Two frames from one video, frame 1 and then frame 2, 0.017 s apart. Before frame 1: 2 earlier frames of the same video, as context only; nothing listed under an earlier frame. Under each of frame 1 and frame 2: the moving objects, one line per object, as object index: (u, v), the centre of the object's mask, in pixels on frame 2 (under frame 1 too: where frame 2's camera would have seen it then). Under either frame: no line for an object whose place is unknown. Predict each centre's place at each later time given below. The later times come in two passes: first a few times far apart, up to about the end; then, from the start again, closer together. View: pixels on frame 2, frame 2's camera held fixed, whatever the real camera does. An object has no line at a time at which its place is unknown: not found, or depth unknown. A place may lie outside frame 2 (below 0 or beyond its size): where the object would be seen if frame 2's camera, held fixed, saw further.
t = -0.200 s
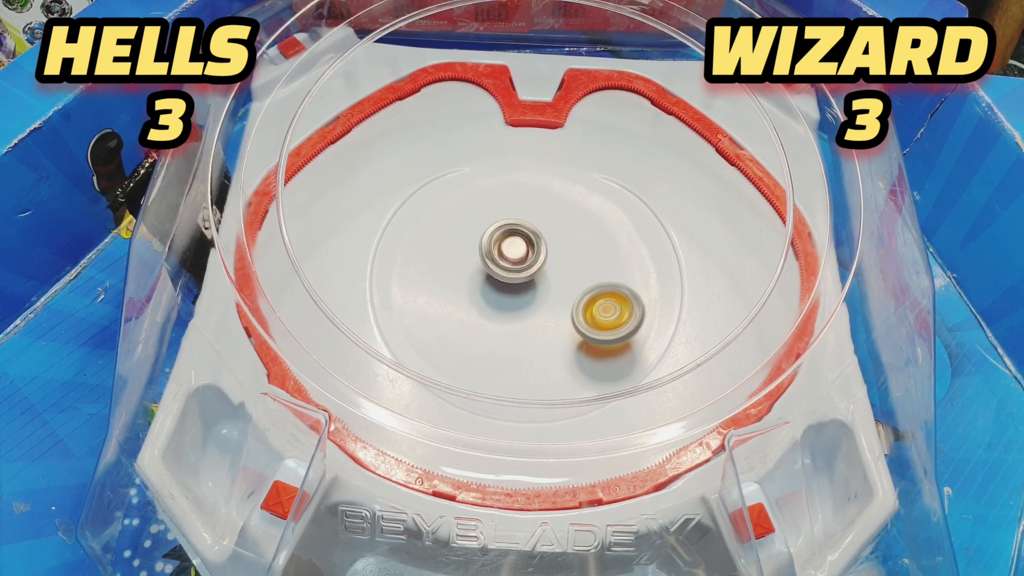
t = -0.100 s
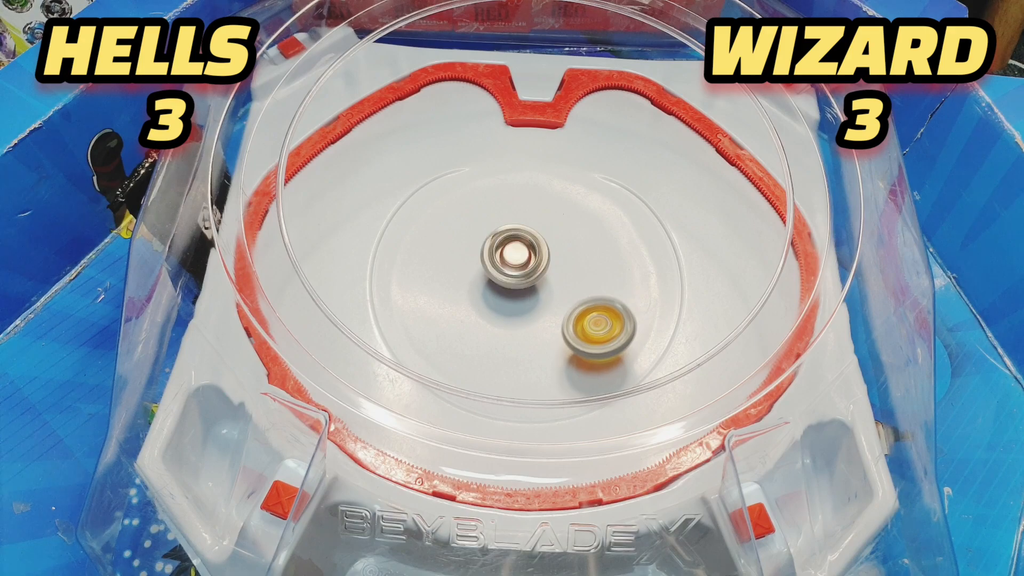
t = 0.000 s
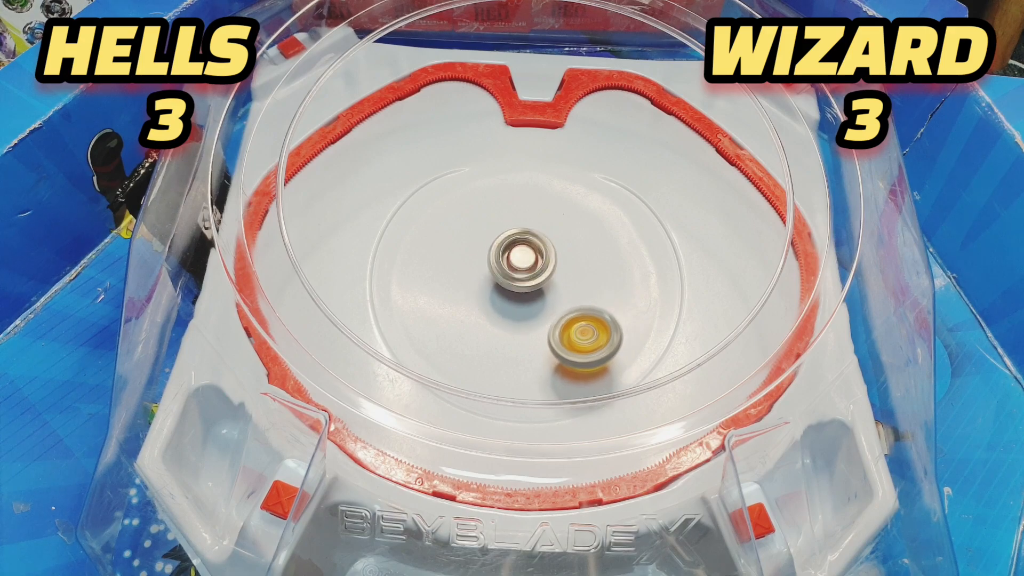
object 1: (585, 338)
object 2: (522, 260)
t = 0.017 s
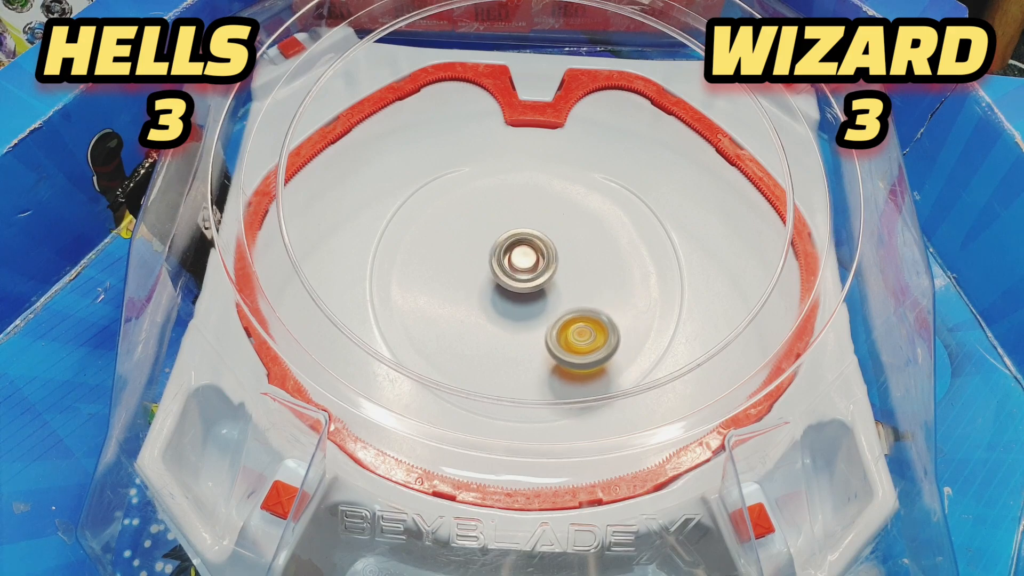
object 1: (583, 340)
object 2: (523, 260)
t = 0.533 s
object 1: (484, 327)
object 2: (539, 271)
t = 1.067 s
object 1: (435, 245)
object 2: (511, 269)
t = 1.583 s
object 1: (494, 194)
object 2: (524, 255)
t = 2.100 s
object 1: (576, 194)
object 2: (541, 265)
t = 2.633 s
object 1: (608, 282)
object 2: (517, 271)
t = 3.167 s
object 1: (553, 341)
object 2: (528, 262)
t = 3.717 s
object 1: (461, 288)
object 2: (525, 259)
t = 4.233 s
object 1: (456, 212)
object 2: (536, 267)
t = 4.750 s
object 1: (540, 201)
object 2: (522, 268)
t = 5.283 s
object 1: (610, 260)
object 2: (528, 263)
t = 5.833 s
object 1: (574, 325)
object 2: (529, 266)
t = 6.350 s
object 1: (472, 309)
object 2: (534, 254)
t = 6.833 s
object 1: (447, 247)
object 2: (529, 257)
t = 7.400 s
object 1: (529, 202)
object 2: (528, 270)
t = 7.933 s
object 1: (598, 243)
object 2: (526, 262)
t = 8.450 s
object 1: (632, 349)
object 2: (436, 209)
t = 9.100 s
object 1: (478, 310)
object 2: (565, 259)
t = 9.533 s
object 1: (429, 234)
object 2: (598, 239)
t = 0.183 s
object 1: (552, 347)
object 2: (533, 266)
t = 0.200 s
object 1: (549, 347)
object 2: (534, 267)
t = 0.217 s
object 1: (546, 347)
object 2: (535, 268)
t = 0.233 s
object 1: (542, 346)
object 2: (536, 269)
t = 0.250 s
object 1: (539, 346)
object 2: (537, 269)
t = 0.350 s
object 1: (518, 343)
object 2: (541, 272)
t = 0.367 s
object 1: (515, 342)
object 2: (542, 273)
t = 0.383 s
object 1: (512, 341)
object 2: (542, 273)
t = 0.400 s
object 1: (509, 340)
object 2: (541, 273)
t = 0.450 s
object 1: (499, 336)
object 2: (541, 272)
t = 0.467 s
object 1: (496, 334)
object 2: (540, 272)
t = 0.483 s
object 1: (493, 333)
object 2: (540, 272)
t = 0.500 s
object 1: (490, 331)
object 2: (540, 271)
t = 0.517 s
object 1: (487, 329)
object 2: (539, 271)
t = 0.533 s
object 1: (484, 327)
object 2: (539, 271)
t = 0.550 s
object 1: (481, 325)
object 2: (538, 271)
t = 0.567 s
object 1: (478, 322)
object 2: (538, 271)
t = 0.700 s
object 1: (458, 303)
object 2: (533, 269)
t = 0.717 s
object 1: (456, 300)
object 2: (532, 268)
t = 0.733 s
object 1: (454, 298)
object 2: (530, 268)
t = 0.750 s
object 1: (452, 295)
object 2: (530, 268)
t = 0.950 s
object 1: (436, 263)
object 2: (515, 270)
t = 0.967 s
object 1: (436, 260)
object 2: (514, 270)
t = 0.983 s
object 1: (435, 258)
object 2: (513, 270)
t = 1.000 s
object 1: (435, 255)
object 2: (512, 270)
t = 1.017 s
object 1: (435, 252)
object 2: (512, 270)
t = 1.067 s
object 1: (435, 245)
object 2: (511, 269)
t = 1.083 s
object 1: (435, 242)
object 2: (510, 270)
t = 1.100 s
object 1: (436, 240)
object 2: (511, 269)
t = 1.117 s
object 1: (437, 237)
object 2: (511, 269)
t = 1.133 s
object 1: (437, 235)
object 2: (511, 269)
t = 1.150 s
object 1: (438, 232)
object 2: (512, 269)
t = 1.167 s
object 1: (439, 230)
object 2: (512, 268)
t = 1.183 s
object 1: (440, 228)
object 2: (512, 268)
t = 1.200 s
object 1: (442, 226)
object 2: (513, 268)
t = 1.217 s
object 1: (443, 223)
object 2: (513, 268)
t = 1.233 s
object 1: (444, 221)
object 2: (514, 268)
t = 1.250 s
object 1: (446, 219)
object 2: (514, 267)
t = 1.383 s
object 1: (461, 205)
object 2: (518, 263)
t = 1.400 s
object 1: (464, 204)
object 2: (518, 262)
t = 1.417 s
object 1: (466, 202)
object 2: (519, 262)
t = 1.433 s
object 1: (469, 201)
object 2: (519, 261)
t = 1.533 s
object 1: (485, 196)
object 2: (523, 257)
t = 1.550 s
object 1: (488, 195)
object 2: (523, 256)
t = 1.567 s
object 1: (491, 194)
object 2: (524, 256)
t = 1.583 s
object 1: (494, 194)
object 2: (524, 255)
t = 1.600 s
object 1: (497, 193)
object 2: (525, 255)
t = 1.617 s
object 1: (500, 193)
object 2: (526, 254)
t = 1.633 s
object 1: (503, 192)
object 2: (526, 254)
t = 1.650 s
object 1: (506, 192)
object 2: (526, 254)
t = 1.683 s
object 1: (512, 187)
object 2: (529, 259)
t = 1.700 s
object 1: (515, 186)
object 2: (529, 261)
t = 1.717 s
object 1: (518, 185)
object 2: (530, 263)
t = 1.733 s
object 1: (521, 184)
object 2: (530, 265)
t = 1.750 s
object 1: (523, 183)
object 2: (531, 267)
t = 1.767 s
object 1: (526, 183)
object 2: (532, 268)
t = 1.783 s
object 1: (529, 182)
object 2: (532, 269)
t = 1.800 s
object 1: (531, 182)
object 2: (534, 270)
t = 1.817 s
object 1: (534, 181)
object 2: (535, 270)
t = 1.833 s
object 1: (537, 181)
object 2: (537, 271)
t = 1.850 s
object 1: (540, 181)
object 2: (539, 271)
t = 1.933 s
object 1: (553, 183)
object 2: (544, 272)
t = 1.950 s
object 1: (555, 184)
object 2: (545, 271)
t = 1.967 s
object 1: (558, 184)
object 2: (545, 270)
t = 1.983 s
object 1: (560, 185)
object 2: (545, 270)
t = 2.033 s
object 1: (567, 188)
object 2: (544, 269)
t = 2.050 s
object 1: (570, 189)
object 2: (543, 268)
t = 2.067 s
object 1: (572, 190)
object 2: (542, 268)
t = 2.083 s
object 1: (574, 192)
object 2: (542, 267)
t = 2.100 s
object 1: (576, 194)
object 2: (541, 265)
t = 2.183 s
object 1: (586, 204)
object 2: (537, 261)
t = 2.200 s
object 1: (588, 206)
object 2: (536, 260)
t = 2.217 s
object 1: (590, 209)
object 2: (535, 260)
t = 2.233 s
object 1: (592, 211)
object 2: (535, 259)
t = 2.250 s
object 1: (593, 214)
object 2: (534, 259)
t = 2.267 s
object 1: (595, 216)
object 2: (533, 260)
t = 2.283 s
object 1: (596, 219)
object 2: (531, 260)
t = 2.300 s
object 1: (598, 222)
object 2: (531, 260)
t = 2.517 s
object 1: (608, 261)
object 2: (518, 269)
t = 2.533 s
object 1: (608, 264)
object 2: (518, 269)
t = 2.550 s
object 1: (608, 267)
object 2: (517, 270)
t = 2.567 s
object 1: (609, 270)
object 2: (517, 270)
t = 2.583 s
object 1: (609, 273)
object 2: (517, 270)
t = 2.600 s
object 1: (609, 277)
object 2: (517, 271)
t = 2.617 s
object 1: (609, 279)
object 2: (517, 271)
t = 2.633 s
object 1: (608, 282)
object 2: (517, 271)
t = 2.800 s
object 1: (603, 309)
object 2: (523, 273)
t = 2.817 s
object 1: (602, 312)
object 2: (525, 273)
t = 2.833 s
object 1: (600, 314)
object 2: (525, 273)
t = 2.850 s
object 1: (599, 317)
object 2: (525, 273)
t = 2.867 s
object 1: (597, 319)
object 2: (526, 273)
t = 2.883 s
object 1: (596, 321)
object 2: (526, 273)
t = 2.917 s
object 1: (592, 325)
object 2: (527, 272)
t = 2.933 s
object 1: (590, 327)
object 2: (527, 272)
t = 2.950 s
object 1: (588, 329)
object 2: (527, 272)
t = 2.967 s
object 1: (586, 330)
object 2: (527, 271)
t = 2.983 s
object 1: (584, 332)
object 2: (528, 271)
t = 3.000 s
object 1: (581, 333)
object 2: (527, 270)
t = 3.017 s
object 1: (579, 335)
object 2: (527, 269)
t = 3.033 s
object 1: (577, 336)
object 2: (528, 268)
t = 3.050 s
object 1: (574, 337)
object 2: (527, 267)
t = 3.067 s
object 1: (571, 339)
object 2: (528, 267)
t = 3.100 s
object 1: (566, 340)
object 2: (528, 265)
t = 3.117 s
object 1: (563, 341)
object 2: (528, 264)
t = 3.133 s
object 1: (560, 341)
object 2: (528, 263)
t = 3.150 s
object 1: (556, 341)
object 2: (528, 263)
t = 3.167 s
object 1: (553, 341)
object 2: (528, 262)
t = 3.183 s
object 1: (550, 341)
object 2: (528, 262)
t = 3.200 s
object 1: (547, 341)
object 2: (528, 261)
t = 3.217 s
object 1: (543, 340)
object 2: (528, 261)
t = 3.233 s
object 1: (540, 340)
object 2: (528, 261)
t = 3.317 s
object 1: (524, 336)
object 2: (526, 260)
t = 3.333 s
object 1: (521, 336)
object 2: (525, 260)
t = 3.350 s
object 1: (518, 334)
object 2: (525, 260)
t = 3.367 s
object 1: (515, 333)
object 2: (525, 260)
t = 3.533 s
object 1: (487, 315)
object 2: (522, 259)
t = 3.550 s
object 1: (485, 313)
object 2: (522, 259)
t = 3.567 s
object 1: (482, 311)
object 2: (522, 258)
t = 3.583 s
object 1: (479, 309)
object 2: (522, 258)
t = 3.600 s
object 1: (477, 306)
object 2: (523, 258)
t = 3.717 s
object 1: (461, 288)
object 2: (525, 259)
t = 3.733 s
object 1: (459, 285)
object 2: (525, 259)
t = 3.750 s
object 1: (458, 283)
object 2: (526, 260)
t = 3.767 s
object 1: (456, 280)
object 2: (526, 260)
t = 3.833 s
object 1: (450, 269)
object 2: (529, 261)
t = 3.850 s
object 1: (449, 266)
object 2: (529, 260)
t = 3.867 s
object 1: (448, 264)
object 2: (529, 261)
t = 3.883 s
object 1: (447, 261)
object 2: (530, 261)
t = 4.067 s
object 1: (445, 233)
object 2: (536, 264)
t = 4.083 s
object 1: (446, 231)
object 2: (536, 265)
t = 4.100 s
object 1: (446, 228)
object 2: (536, 265)
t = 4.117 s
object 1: (447, 226)
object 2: (536, 265)
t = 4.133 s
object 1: (448, 224)
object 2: (536, 265)
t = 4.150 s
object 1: (449, 222)
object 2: (537, 266)
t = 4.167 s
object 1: (450, 219)
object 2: (537, 266)
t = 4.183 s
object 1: (451, 218)
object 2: (537, 266)
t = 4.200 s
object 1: (453, 216)
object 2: (536, 267)
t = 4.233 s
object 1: (456, 212)
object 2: (536, 267)
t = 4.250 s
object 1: (457, 210)
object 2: (535, 267)
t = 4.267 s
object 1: (459, 209)
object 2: (536, 267)
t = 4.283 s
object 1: (461, 207)
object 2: (535, 268)
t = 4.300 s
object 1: (463, 206)
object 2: (535, 268)
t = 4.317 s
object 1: (465, 204)
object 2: (535, 268)
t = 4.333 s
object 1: (467, 204)
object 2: (534, 269)
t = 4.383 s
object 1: (475, 200)
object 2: (533, 269)
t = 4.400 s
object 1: (477, 199)
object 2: (533, 269)
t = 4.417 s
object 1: (480, 199)
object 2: (532, 270)
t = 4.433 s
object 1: (483, 198)
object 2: (532, 269)
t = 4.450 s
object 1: (486, 197)
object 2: (531, 270)
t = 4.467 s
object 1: (488, 197)
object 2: (531, 269)
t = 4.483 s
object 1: (491, 197)
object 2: (530, 270)
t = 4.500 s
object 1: (494, 196)
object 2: (530, 269)
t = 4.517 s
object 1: (497, 196)
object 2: (529, 270)
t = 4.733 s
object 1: (537, 200)
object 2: (523, 268)
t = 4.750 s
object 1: (540, 201)
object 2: (522, 268)
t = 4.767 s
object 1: (543, 201)
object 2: (522, 267)
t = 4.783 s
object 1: (546, 202)
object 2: (522, 267)
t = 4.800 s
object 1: (549, 203)
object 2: (522, 267)
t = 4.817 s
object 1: (552, 204)
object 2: (521, 266)
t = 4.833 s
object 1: (555, 205)
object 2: (521, 266)
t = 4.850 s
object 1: (558, 206)
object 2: (521, 265)
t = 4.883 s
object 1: (564, 209)
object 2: (521, 265)
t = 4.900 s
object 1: (566, 211)
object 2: (521, 265)
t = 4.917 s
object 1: (569, 213)
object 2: (521, 264)
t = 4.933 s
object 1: (571, 214)
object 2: (521, 264)
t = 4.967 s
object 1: (576, 218)
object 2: (522, 263)
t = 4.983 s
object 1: (579, 220)
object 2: (523, 263)
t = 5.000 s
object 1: (581, 222)
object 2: (523, 263)
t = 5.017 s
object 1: (583, 224)
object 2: (524, 263)
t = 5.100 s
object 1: (594, 234)
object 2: (525, 263)
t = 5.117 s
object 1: (596, 236)
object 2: (525, 263)
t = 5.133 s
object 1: (598, 239)
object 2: (526, 262)
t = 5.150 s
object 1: (599, 241)
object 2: (526, 262)
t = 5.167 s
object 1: (601, 243)
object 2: (526, 262)
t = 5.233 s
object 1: (606, 253)
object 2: (527, 263)
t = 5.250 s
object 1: (608, 255)
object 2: (527, 262)
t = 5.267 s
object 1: (609, 258)
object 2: (528, 263)
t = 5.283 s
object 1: (610, 260)
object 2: (528, 263)
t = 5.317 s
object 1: (612, 265)
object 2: (529, 263)
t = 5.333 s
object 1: (613, 267)
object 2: (529, 263)
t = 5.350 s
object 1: (613, 270)
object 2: (530, 263)
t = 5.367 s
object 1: (614, 272)
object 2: (530, 263)
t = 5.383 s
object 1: (614, 275)
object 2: (531, 263)
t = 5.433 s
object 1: (614, 282)
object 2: (531, 263)
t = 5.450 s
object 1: (614, 284)
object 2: (531, 264)
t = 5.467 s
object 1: (613, 287)
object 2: (531, 264)
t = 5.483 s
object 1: (613, 289)
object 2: (531, 264)
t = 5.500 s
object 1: (612, 291)
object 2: (531, 264)
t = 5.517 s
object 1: (612, 294)
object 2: (531, 264)
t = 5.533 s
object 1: (611, 296)
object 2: (531, 264)
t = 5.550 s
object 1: (610, 298)
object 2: (531, 264)
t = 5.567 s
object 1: (609, 300)
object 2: (531, 264)
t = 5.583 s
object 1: (607, 302)
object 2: (531, 264)
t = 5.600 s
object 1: (606, 304)
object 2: (531, 265)
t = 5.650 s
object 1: (601, 310)
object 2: (531, 265)
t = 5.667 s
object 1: (599, 312)
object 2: (531, 265)
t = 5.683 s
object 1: (597, 314)
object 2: (531, 265)
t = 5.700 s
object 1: (595, 315)
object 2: (531, 266)
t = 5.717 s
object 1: (593, 317)
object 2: (531, 266)
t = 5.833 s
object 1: (574, 325)
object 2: (529, 266)
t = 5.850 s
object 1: (571, 325)
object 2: (529, 266)
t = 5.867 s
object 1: (568, 326)
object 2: (529, 266)
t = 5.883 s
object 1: (564, 326)
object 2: (529, 266)
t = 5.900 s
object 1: (561, 326)
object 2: (529, 266)
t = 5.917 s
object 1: (558, 327)
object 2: (529, 266)
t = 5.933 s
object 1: (554, 327)
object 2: (528, 266)
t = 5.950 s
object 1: (551, 327)
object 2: (528, 266)
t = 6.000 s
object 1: (541, 326)
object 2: (528, 265)
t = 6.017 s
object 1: (538, 325)
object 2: (527, 265)
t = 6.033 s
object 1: (534, 325)
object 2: (527, 265)
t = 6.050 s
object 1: (531, 325)
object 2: (527, 264)
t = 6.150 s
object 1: (511, 320)
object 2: (527, 262)
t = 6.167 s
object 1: (508, 319)
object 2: (528, 261)
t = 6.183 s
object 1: (504, 318)
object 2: (527, 261)
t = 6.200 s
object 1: (501, 317)
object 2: (528, 261)
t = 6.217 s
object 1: (498, 317)
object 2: (528, 261)
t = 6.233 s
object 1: (494, 316)
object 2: (529, 259)
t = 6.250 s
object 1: (490, 316)
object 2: (530, 258)
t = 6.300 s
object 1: (480, 313)
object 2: (533, 255)
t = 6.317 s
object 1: (477, 312)
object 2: (534, 254)
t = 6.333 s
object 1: (474, 311)
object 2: (534, 254)
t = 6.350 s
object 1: (472, 309)
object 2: (534, 254)
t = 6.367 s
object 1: (469, 308)
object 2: (534, 254)
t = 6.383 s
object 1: (467, 306)
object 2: (534, 253)
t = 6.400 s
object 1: (464, 305)
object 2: (534, 254)
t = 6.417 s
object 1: (462, 303)
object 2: (534, 254)
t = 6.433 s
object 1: (459, 301)
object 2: (534, 254)
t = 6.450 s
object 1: (457, 299)
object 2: (533, 254)
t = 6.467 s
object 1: (455, 298)
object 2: (533, 254)
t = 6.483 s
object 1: (454, 296)
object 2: (532, 254)
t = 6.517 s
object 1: (451, 292)
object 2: (531, 254)
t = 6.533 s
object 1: (449, 289)
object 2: (531, 254)
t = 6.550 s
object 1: (448, 287)
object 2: (530, 254)
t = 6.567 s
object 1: (446, 285)
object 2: (530, 254)
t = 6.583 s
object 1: (446, 283)
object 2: (529, 254)
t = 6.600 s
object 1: (445, 281)
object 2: (529, 254)
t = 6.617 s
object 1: (444, 278)
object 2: (529, 254)
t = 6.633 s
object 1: (443, 276)
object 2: (528, 254)
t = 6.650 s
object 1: (443, 273)
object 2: (528, 254)
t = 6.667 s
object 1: (442, 271)
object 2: (528, 254)
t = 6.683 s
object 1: (442, 268)
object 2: (528, 254)
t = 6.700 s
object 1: (442, 266)
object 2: (528, 255)
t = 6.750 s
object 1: (443, 259)
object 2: (528, 255)
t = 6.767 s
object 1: (444, 256)
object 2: (528, 256)
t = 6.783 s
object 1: (444, 254)
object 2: (528, 256)
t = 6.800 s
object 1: (445, 252)
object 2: (528, 256)
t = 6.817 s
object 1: (446, 249)
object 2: (529, 257)
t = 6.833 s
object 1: (447, 247)
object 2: (529, 257)
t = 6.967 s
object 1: (460, 230)
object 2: (530, 264)
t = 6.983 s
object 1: (461, 228)
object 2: (530, 264)
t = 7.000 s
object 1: (463, 226)
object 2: (530, 265)
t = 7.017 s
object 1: (466, 225)
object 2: (531, 266)
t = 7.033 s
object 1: (468, 223)
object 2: (531, 267)
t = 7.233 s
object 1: (499, 207)
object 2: (531, 271)
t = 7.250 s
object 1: (502, 206)
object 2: (530, 270)
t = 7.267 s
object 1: (505, 205)
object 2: (530, 271)
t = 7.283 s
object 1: (508, 204)
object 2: (530, 270)
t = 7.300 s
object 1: (511, 204)
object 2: (530, 271)
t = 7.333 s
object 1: (517, 203)
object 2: (529, 270)
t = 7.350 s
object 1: (520, 203)
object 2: (529, 270)
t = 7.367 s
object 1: (523, 203)
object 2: (529, 270)
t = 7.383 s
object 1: (526, 202)
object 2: (528, 270)
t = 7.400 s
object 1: (529, 202)
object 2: (528, 270)
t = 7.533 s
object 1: (552, 203)
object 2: (525, 268)
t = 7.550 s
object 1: (555, 204)
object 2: (524, 267)
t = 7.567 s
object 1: (558, 205)
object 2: (524, 267)
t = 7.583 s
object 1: (560, 206)
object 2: (523, 267)
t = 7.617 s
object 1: (565, 208)
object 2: (523, 266)
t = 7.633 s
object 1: (568, 209)
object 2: (523, 266)
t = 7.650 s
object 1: (570, 211)
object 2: (523, 266)
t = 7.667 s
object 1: (572, 212)
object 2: (523, 265)
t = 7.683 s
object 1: (574, 214)
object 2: (523, 265)
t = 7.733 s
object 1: (580, 218)
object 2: (523, 264)
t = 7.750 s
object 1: (582, 220)
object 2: (523, 264)
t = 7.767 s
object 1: (584, 222)
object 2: (523, 263)
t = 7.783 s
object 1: (586, 224)
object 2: (523, 264)
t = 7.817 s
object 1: (589, 228)
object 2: (524, 263)
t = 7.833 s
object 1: (591, 230)
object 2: (524, 263)
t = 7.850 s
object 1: (592, 232)
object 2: (525, 263)
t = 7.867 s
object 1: (593, 234)
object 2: (525, 262)
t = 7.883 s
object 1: (595, 236)
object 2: (525, 262)
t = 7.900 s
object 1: (596, 239)
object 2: (525, 262)
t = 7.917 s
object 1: (597, 241)
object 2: (526, 262)
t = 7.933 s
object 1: (598, 243)
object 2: (526, 262)
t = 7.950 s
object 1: (599, 246)
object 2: (526, 262)
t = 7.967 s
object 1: (599, 248)
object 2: (526, 262)
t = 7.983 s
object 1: (600, 251)
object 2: (526, 262)
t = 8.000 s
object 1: (601, 253)
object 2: (526, 262)
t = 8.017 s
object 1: (602, 256)
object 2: (527, 262)
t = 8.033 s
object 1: (602, 258)
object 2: (527, 263)
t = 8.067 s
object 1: (602, 263)
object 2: (528, 263)
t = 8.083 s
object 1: (602, 266)
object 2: (528, 262)
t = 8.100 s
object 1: (602, 269)
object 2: (528, 263)
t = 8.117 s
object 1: (602, 271)
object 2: (529, 262)
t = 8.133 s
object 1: (602, 274)
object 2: (529, 263)
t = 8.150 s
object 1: (601, 276)
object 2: (529, 262)
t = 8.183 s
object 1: (600, 281)
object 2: (530, 263)
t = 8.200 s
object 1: (599, 284)
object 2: (530, 263)
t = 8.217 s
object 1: (598, 286)
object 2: (530, 263)
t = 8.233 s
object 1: (597, 288)
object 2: (531, 263)
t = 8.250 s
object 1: (596, 291)
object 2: (530, 263)
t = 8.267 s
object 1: (595, 293)
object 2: (531, 263)
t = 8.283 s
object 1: (603, 303)
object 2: (522, 257)
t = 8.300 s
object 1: (612, 313)
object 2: (513, 249)
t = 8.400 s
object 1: (637, 348)
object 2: (460, 215)
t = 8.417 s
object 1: (638, 350)
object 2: (452, 213)
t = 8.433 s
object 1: (636, 349)
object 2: (443, 211)
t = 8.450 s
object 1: (632, 349)
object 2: (436, 209)
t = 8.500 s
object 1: (623, 344)
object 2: (414, 207)
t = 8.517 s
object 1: (620, 342)
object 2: (409, 206)
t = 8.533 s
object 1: (616, 342)
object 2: (404, 206)
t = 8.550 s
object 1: (614, 341)
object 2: (401, 207)
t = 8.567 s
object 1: (610, 340)
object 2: (398, 207)
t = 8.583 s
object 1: (607, 339)
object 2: (395, 209)
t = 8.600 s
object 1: (604, 338)
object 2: (394, 209)
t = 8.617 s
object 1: (601, 337)
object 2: (396, 211)
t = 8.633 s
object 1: (599, 337)
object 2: (397, 213)
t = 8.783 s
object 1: (564, 336)
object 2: (421, 235)
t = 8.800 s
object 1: (559, 335)
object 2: (424, 237)
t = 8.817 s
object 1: (554, 335)
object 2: (428, 240)
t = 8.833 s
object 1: (550, 335)
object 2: (433, 242)
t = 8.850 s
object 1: (545, 334)
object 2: (439, 245)
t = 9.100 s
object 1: (478, 310)
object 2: (565, 259)
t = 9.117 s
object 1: (474, 308)
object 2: (574, 257)
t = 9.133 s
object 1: (470, 306)
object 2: (582, 256)
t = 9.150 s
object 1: (467, 303)
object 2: (590, 254)
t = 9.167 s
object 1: (463, 300)
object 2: (597, 251)
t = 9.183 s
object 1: (460, 298)
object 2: (603, 249)
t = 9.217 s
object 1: (454, 292)
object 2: (615, 243)
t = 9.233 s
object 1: (451, 289)
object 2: (619, 241)
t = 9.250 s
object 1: (448, 286)
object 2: (624, 239)
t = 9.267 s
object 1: (445, 283)
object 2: (627, 236)
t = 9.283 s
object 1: (443, 280)
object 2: (629, 235)
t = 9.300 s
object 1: (441, 277)
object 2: (631, 233)
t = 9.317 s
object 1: (438, 274)
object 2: (633, 231)
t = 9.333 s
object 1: (437, 271)
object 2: (633, 231)
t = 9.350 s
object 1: (435, 268)
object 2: (633, 230)
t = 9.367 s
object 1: (434, 264)
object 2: (632, 230)
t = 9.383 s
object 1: (432, 261)
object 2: (630, 231)
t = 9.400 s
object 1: (431, 258)
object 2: (628, 231)
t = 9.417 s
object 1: (430, 255)
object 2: (625, 233)
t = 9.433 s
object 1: (430, 252)
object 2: (621, 233)
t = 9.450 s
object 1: (429, 249)
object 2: (617, 234)
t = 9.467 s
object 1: (428, 246)
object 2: (613, 235)
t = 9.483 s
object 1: (428, 243)
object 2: (610, 235)
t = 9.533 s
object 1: (429, 234)
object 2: (598, 239)
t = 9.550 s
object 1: (430, 231)
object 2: (593, 241)
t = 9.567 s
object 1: (430, 228)
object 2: (588, 243)
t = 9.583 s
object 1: (431, 225)
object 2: (584, 247)
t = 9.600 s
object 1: (433, 222)
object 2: (579, 250)
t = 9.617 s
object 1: (434, 220)
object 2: (575, 253)
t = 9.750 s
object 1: (450, 203)
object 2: (533, 289)
